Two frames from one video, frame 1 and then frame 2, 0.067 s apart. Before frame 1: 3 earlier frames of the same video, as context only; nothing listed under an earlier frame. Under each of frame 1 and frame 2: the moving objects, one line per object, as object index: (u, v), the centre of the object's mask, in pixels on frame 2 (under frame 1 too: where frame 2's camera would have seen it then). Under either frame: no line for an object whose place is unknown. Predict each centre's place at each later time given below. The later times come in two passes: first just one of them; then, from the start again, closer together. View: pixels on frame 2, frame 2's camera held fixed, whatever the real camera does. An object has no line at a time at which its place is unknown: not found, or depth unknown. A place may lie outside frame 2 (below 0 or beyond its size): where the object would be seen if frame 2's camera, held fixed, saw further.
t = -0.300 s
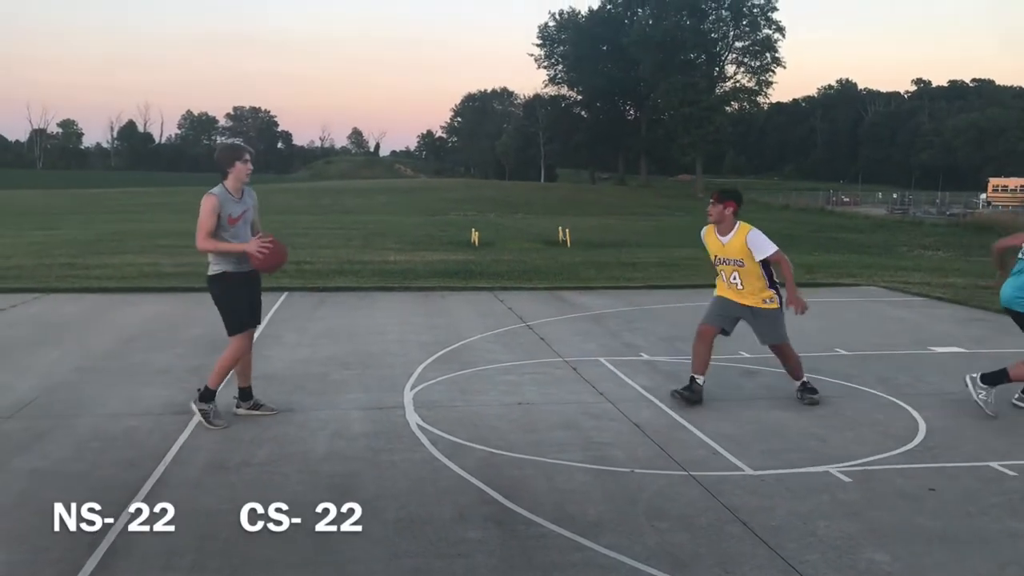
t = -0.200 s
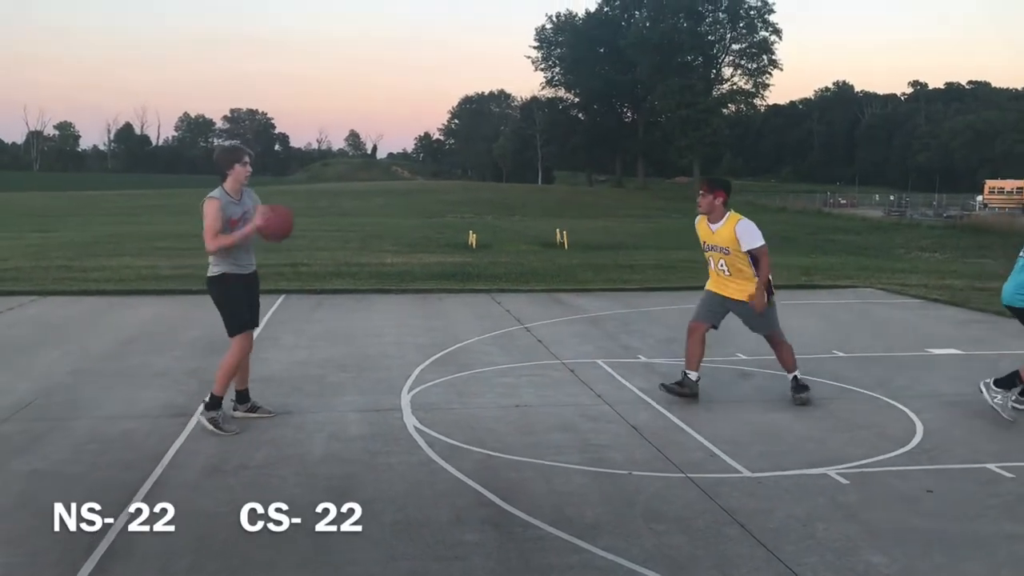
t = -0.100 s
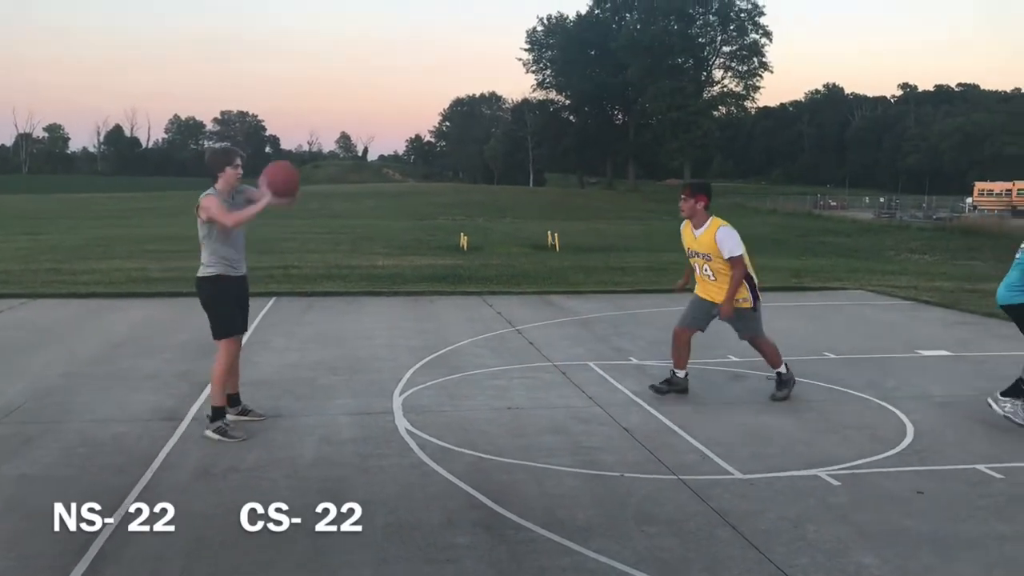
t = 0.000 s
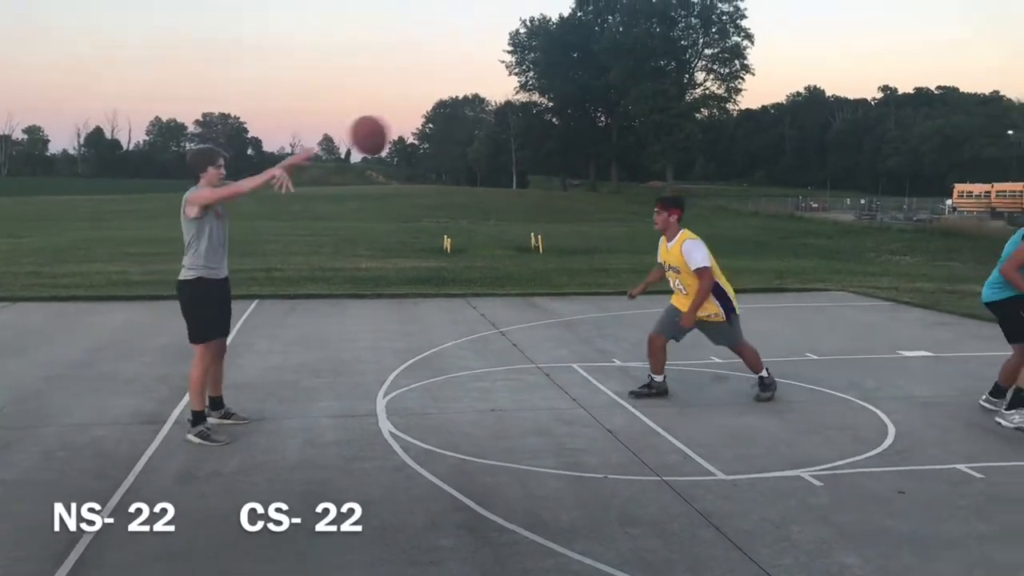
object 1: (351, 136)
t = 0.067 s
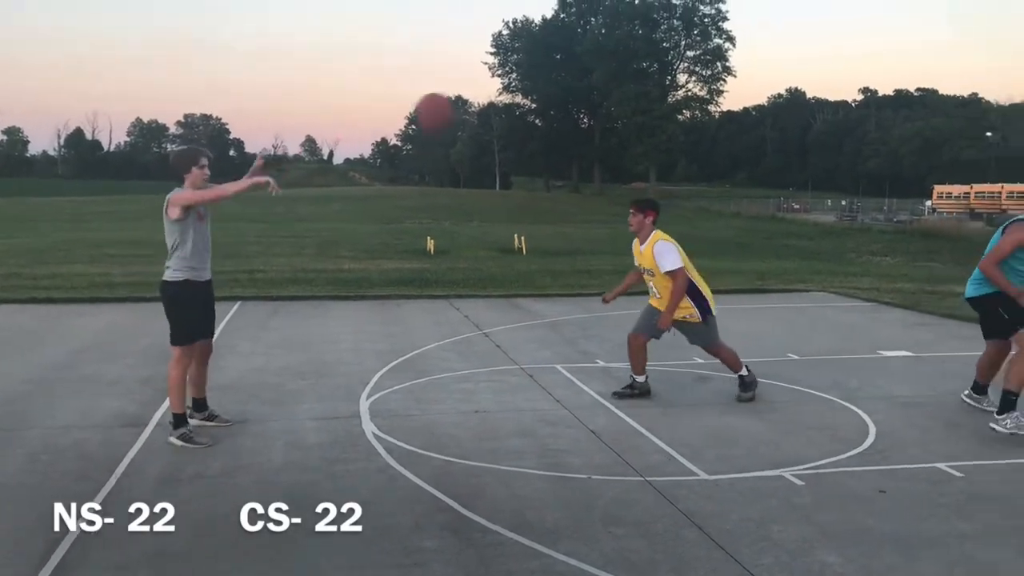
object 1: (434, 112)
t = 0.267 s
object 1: (726, 83)
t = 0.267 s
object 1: (726, 83)
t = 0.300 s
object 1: (783, 84)
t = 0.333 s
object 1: (840, 88)
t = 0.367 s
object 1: (902, 96)
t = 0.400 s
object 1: (965, 105)
